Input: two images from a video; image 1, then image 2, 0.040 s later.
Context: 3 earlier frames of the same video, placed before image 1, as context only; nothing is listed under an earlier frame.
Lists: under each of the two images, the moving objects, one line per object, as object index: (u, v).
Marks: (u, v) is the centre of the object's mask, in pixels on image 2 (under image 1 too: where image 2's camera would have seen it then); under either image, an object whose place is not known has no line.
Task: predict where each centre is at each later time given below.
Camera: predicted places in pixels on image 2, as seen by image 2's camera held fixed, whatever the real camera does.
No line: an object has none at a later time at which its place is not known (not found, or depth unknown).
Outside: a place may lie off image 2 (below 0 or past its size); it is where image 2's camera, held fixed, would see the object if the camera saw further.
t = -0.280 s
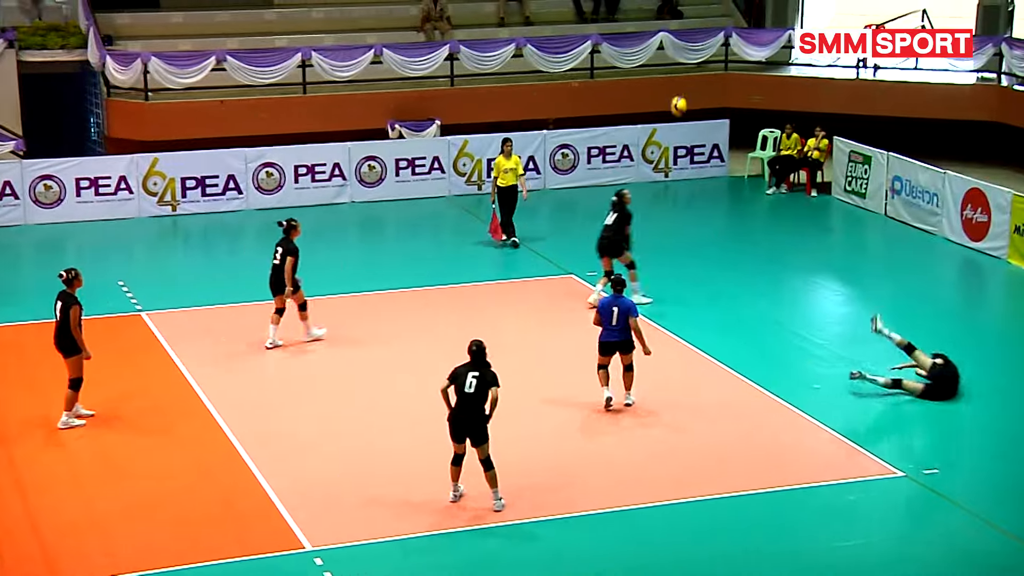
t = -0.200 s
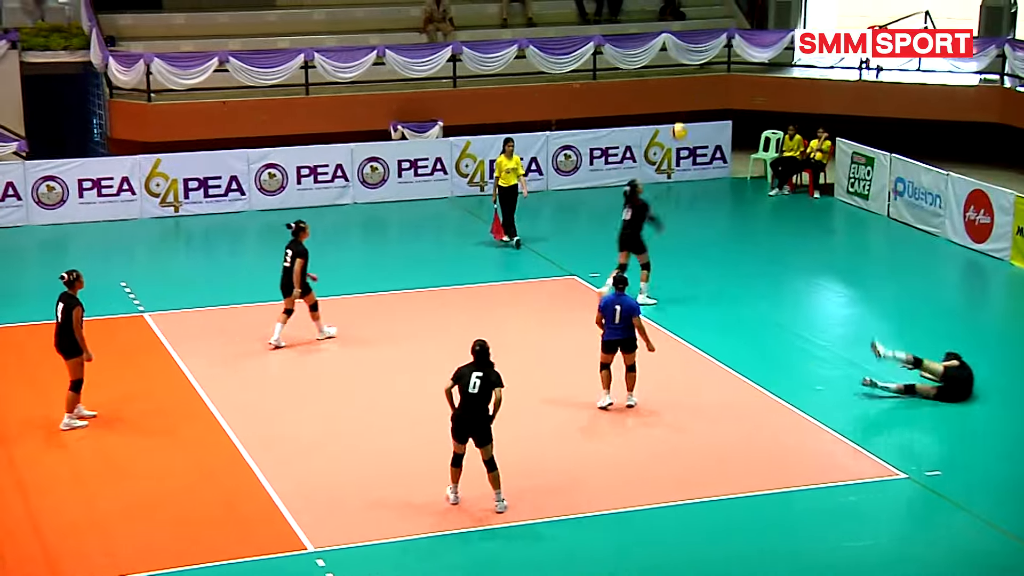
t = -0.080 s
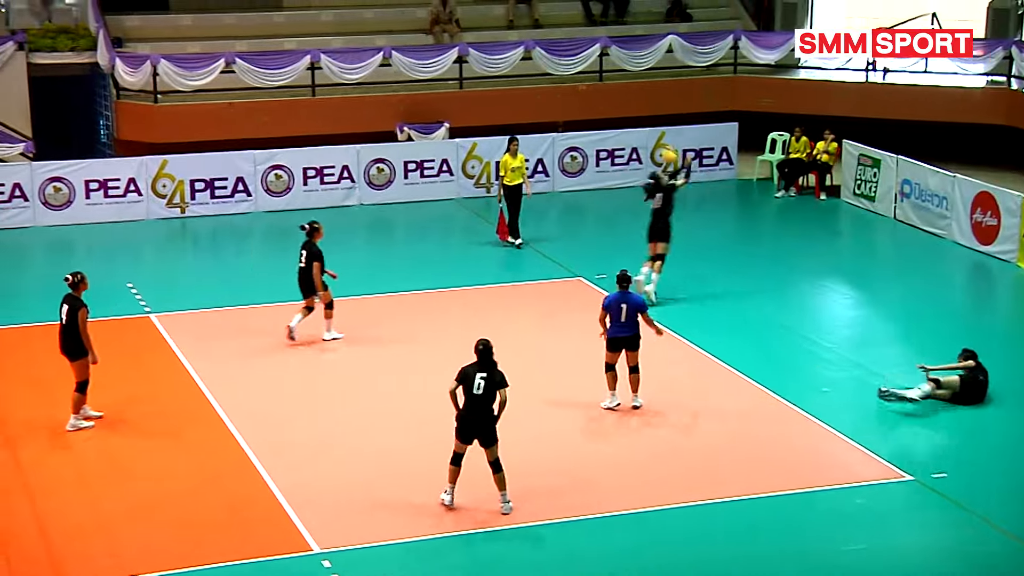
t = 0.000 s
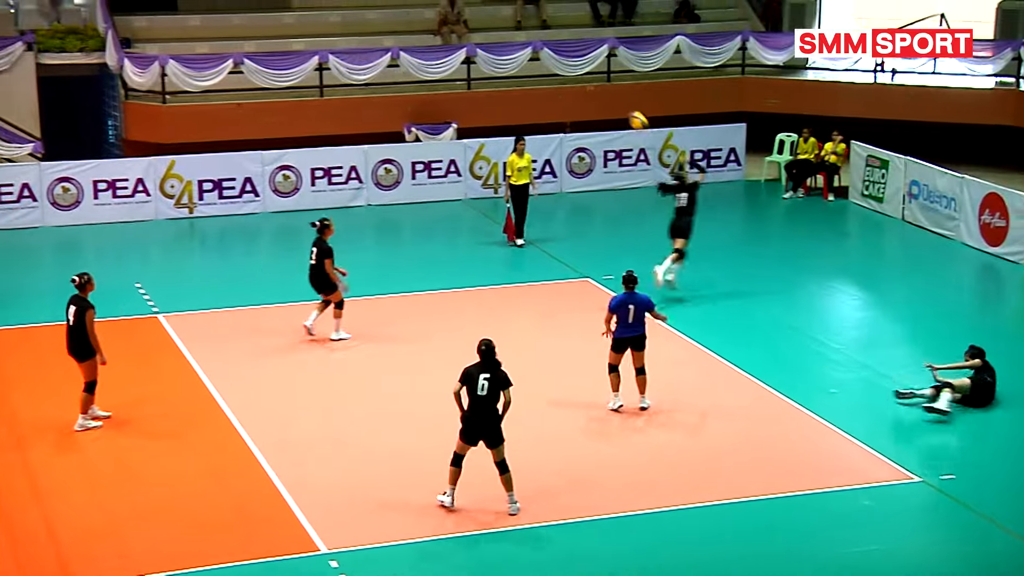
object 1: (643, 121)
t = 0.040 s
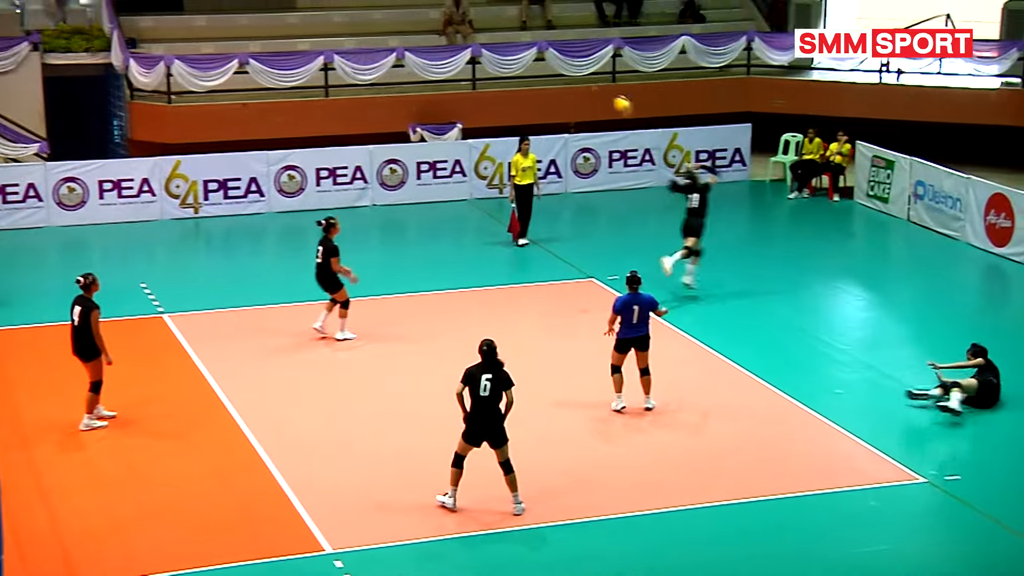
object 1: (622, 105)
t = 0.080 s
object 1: (603, 91)
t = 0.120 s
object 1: (583, 78)
